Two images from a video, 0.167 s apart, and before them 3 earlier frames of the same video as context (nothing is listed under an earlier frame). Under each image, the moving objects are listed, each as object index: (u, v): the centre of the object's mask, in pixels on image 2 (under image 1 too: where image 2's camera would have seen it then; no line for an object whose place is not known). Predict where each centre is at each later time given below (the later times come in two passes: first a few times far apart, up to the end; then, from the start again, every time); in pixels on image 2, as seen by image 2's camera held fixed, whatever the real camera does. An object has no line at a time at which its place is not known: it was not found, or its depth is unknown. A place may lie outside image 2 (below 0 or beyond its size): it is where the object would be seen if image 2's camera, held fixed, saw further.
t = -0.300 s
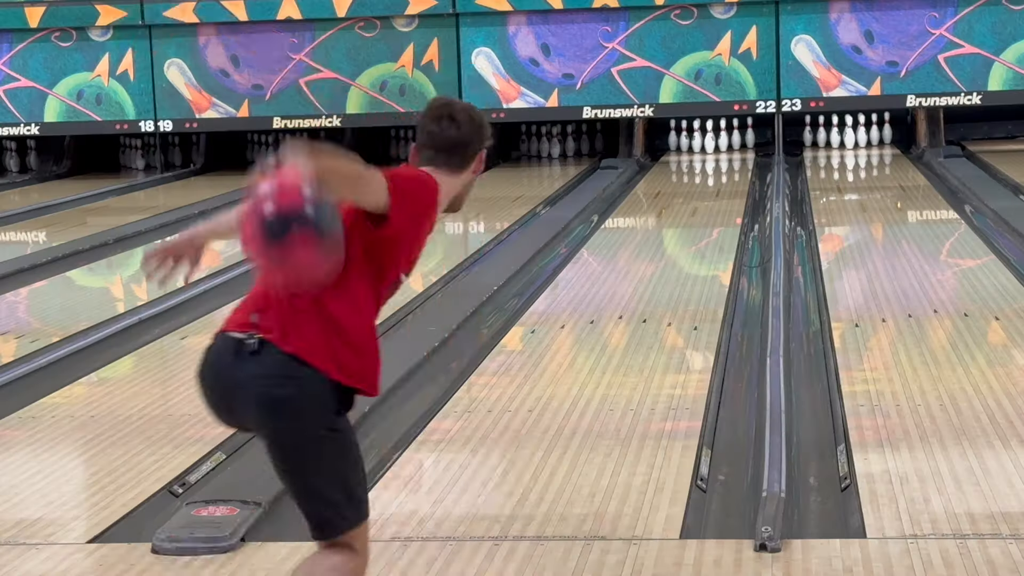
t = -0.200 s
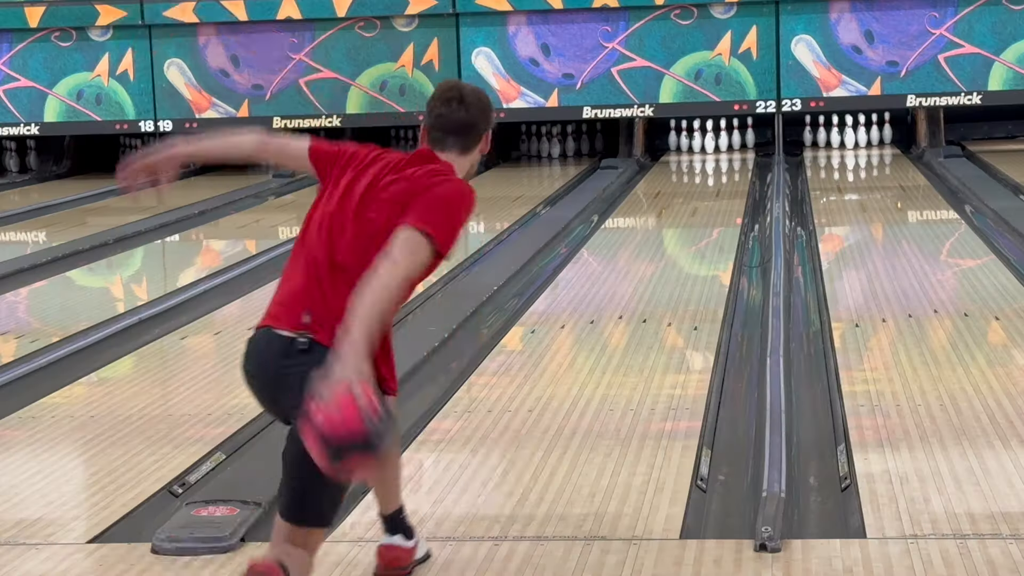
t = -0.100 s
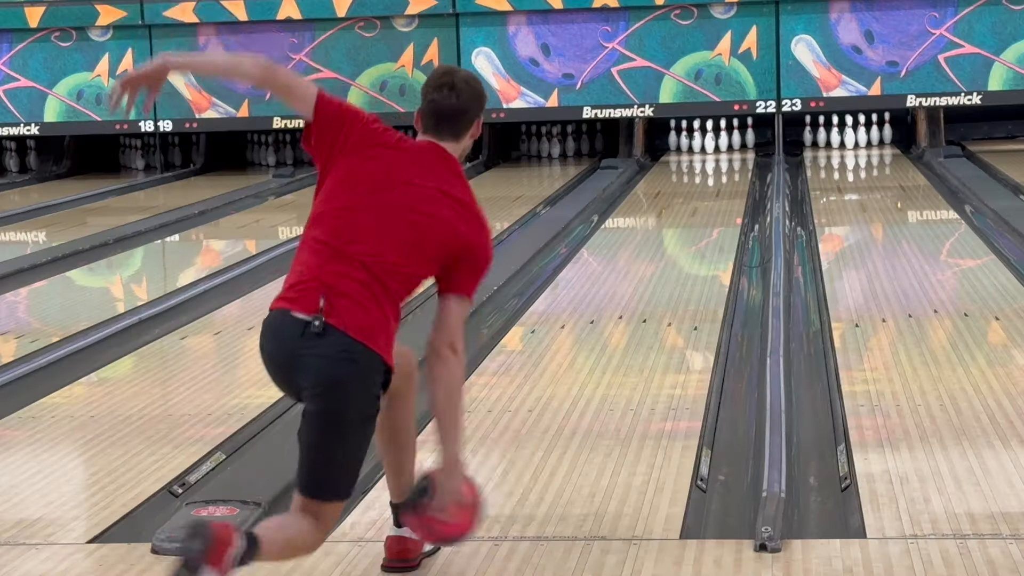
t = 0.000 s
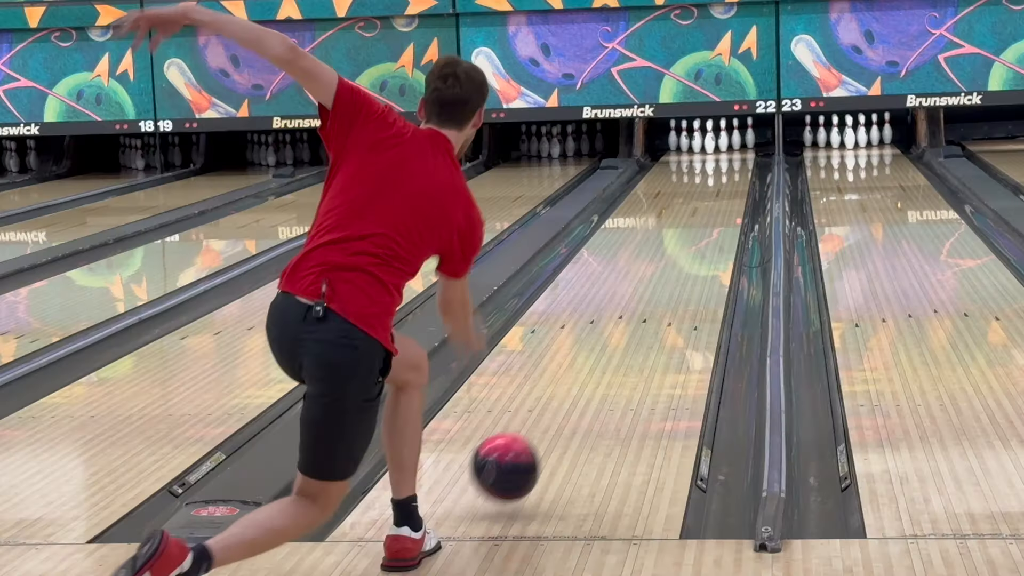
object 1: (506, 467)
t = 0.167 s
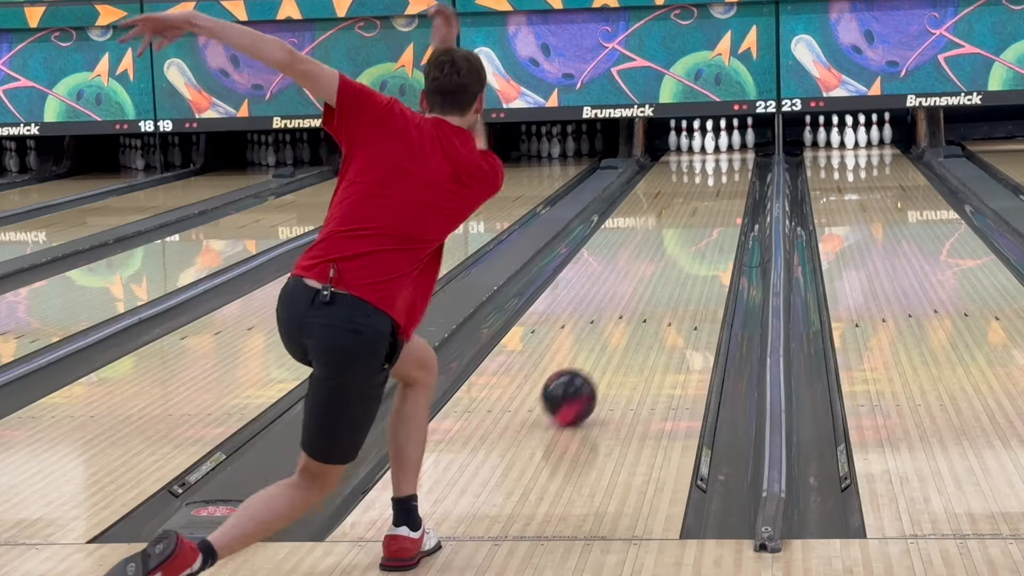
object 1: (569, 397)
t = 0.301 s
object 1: (605, 349)
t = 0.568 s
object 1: (654, 282)
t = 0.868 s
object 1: (689, 234)
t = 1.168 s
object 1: (711, 202)
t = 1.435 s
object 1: (725, 177)
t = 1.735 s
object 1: (728, 160)
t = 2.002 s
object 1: (721, 149)
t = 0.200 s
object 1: (579, 383)
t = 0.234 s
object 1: (588, 371)
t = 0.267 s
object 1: (597, 359)
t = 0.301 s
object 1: (605, 349)
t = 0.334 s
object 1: (613, 338)
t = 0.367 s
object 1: (620, 329)
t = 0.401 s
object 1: (626, 320)
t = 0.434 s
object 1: (632, 312)
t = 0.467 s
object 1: (638, 304)
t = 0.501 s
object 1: (644, 296)
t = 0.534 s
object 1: (649, 289)
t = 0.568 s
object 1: (654, 282)
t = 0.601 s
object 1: (659, 276)
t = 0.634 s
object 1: (663, 270)
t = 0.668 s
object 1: (668, 264)
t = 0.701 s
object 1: (672, 258)
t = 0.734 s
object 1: (675, 253)
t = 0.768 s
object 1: (679, 248)
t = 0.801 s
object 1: (682, 243)
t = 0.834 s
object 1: (686, 239)
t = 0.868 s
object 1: (689, 234)
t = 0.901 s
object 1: (692, 230)
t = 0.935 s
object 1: (695, 226)
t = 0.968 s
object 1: (697, 222)
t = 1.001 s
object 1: (700, 218)
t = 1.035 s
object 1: (702, 215)
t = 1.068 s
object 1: (705, 211)
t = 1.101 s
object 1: (707, 208)
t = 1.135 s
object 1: (710, 204)
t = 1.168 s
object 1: (711, 202)
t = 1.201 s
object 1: (713, 198)
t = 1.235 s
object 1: (716, 196)
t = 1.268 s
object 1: (718, 192)
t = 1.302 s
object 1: (720, 187)
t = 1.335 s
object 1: (722, 185)
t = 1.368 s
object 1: (723, 182)
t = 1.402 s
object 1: (724, 180)
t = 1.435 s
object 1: (725, 177)
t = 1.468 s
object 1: (726, 176)
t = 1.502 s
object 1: (727, 173)
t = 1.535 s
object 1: (727, 171)
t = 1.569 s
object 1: (728, 169)
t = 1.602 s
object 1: (728, 167)
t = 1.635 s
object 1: (729, 165)
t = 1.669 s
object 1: (728, 164)
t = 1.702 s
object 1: (729, 161)
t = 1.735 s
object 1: (728, 160)
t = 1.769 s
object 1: (727, 158)
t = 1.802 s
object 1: (727, 157)
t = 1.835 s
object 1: (726, 155)
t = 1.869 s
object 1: (725, 154)
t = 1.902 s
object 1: (724, 152)
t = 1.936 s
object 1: (723, 151)
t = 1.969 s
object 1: (723, 150)
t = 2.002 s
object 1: (721, 149)
